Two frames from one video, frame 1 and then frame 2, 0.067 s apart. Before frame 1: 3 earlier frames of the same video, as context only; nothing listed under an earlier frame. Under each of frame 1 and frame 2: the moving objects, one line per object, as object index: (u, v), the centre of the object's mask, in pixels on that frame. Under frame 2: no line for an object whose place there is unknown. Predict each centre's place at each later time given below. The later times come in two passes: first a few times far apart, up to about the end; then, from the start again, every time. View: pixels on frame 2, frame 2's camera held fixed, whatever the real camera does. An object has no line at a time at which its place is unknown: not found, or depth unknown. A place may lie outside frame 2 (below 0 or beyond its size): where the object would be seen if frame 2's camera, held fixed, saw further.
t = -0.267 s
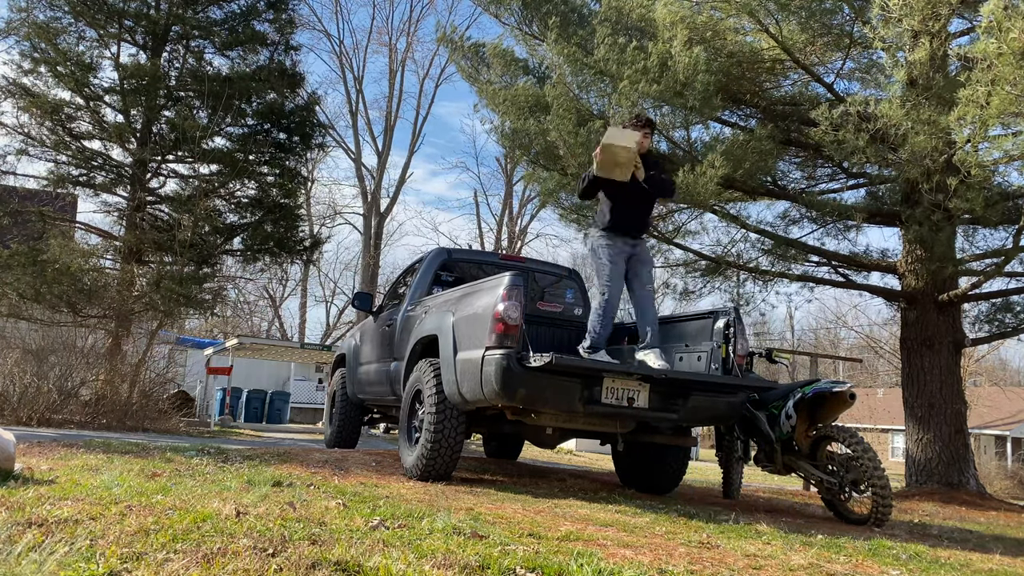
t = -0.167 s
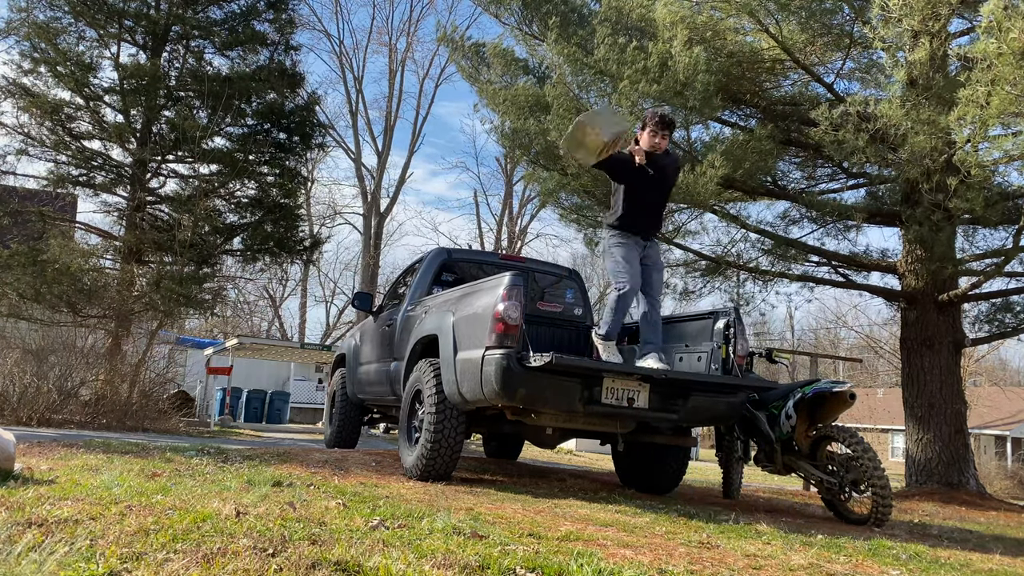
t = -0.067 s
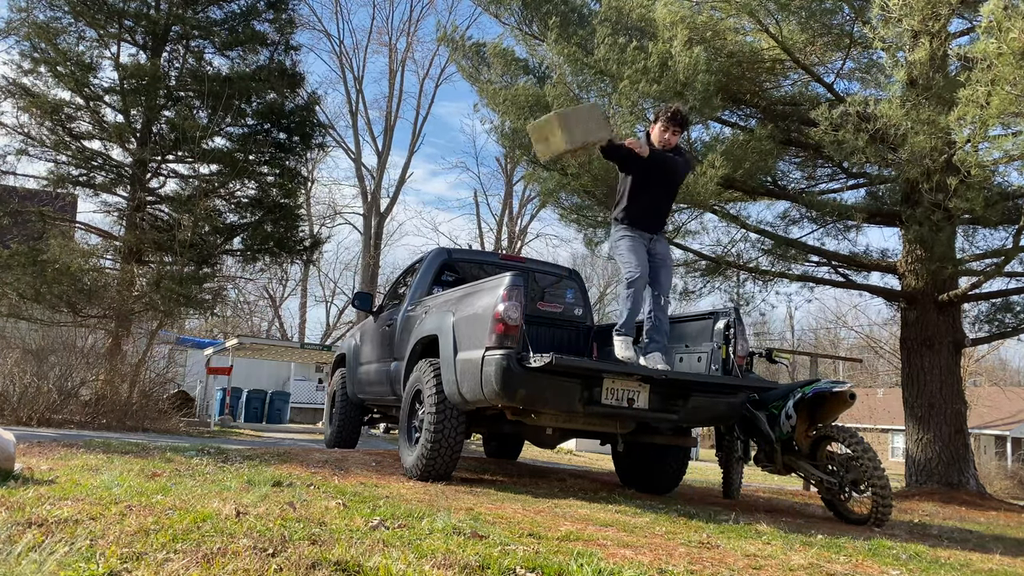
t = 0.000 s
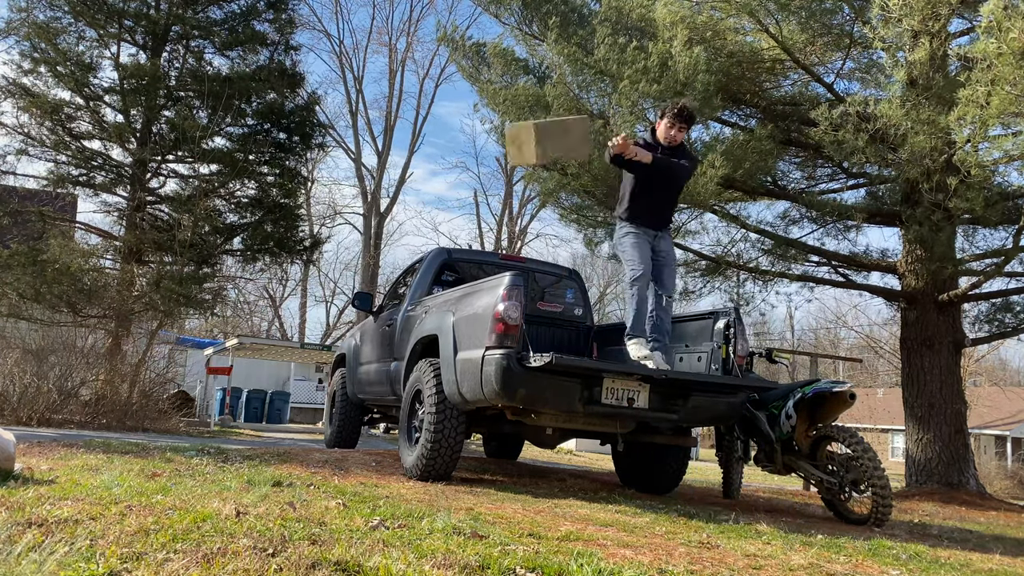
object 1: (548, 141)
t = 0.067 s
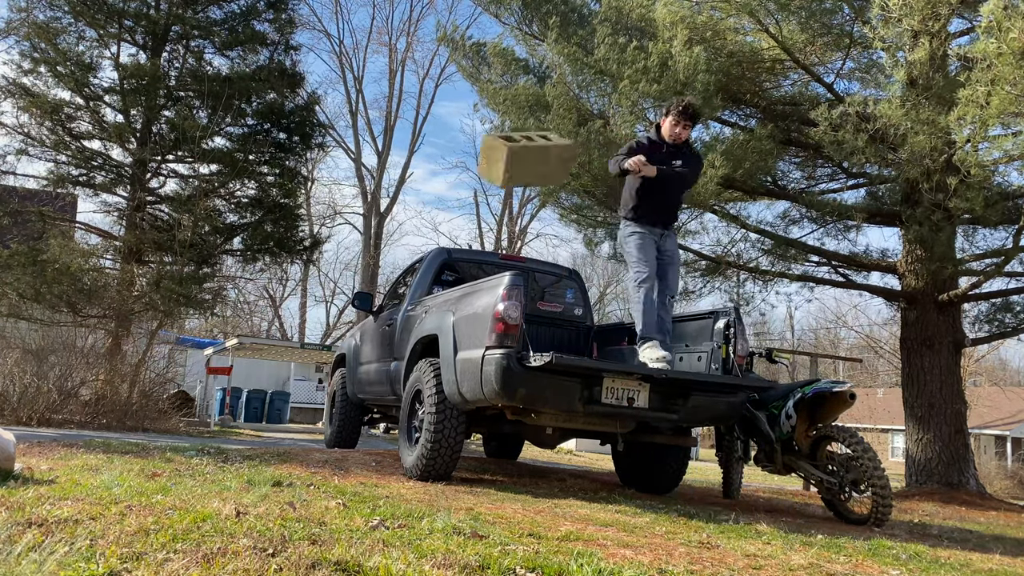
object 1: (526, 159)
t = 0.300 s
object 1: (410, 340)
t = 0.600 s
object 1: (317, 464)
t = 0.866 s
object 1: (298, 477)
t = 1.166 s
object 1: (309, 518)
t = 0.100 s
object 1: (513, 173)
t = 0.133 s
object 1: (498, 190)
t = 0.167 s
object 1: (483, 211)
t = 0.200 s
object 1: (467, 235)
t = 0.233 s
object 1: (450, 264)
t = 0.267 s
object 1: (432, 299)
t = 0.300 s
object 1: (410, 340)
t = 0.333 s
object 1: (388, 388)
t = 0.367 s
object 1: (363, 443)
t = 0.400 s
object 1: (335, 497)
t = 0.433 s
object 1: (330, 495)
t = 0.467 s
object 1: (327, 483)
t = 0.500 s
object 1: (325, 475)
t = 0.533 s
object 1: (323, 468)
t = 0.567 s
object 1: (322, 463)
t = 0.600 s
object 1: (317, 464)
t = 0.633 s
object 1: (312, 469)
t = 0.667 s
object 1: (309, 471)
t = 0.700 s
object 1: (307, 470)
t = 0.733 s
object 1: (304, 469)
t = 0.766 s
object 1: (302, 468)
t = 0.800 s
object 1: (300, 469)
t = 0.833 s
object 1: (299, 472)
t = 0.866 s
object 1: (298, 477)
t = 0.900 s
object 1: (297, 484)
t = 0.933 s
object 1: (297, 493)
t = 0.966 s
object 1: (299, 509)
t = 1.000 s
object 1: (300, 513)
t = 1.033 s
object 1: (303, 512)
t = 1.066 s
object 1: (306, 512)
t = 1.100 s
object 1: (308, 513)
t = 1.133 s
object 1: (309, 516)
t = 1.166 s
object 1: (309, 518)
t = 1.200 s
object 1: (307, 517)
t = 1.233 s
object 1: (307, 518)
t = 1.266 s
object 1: (307, 518)
